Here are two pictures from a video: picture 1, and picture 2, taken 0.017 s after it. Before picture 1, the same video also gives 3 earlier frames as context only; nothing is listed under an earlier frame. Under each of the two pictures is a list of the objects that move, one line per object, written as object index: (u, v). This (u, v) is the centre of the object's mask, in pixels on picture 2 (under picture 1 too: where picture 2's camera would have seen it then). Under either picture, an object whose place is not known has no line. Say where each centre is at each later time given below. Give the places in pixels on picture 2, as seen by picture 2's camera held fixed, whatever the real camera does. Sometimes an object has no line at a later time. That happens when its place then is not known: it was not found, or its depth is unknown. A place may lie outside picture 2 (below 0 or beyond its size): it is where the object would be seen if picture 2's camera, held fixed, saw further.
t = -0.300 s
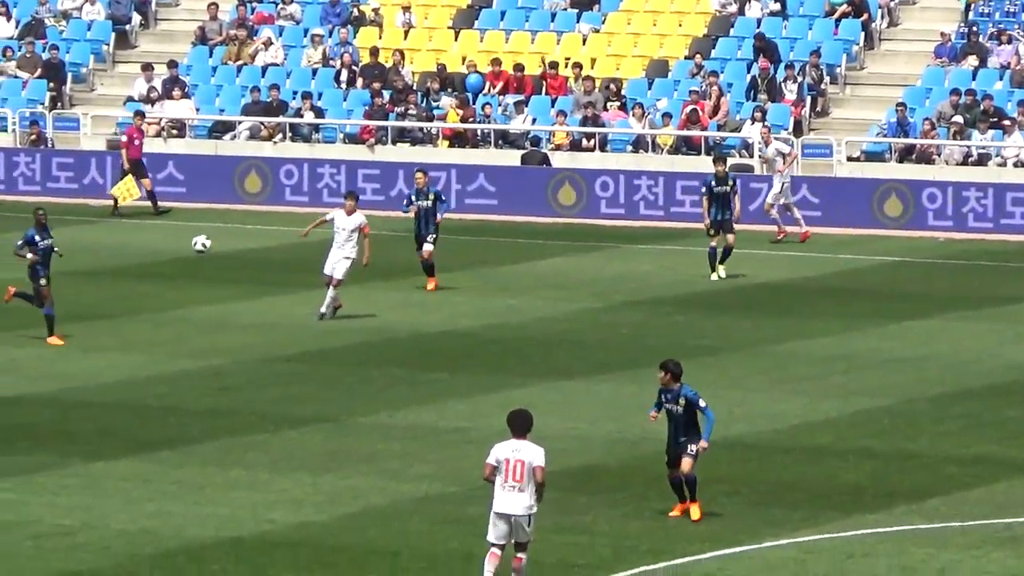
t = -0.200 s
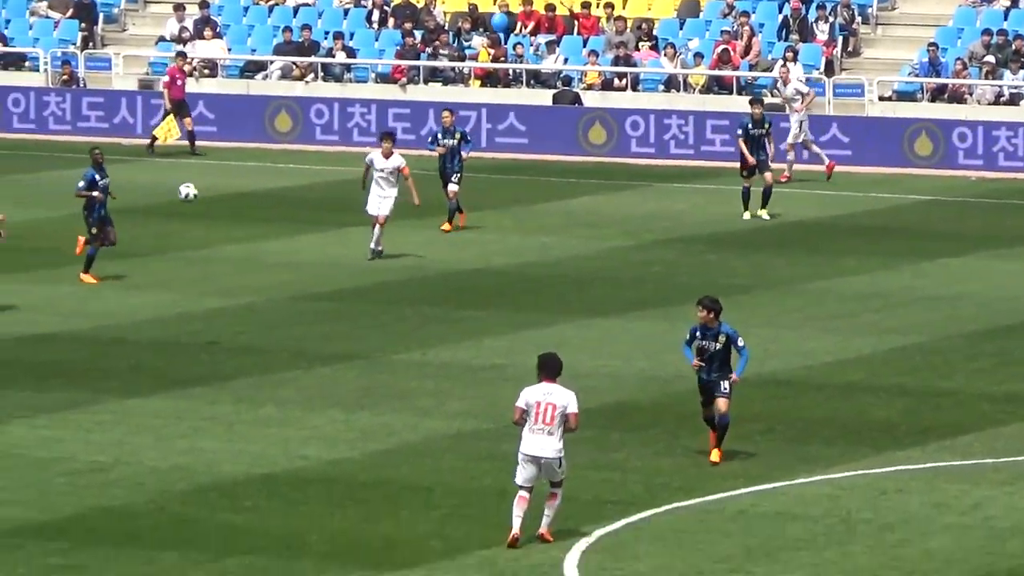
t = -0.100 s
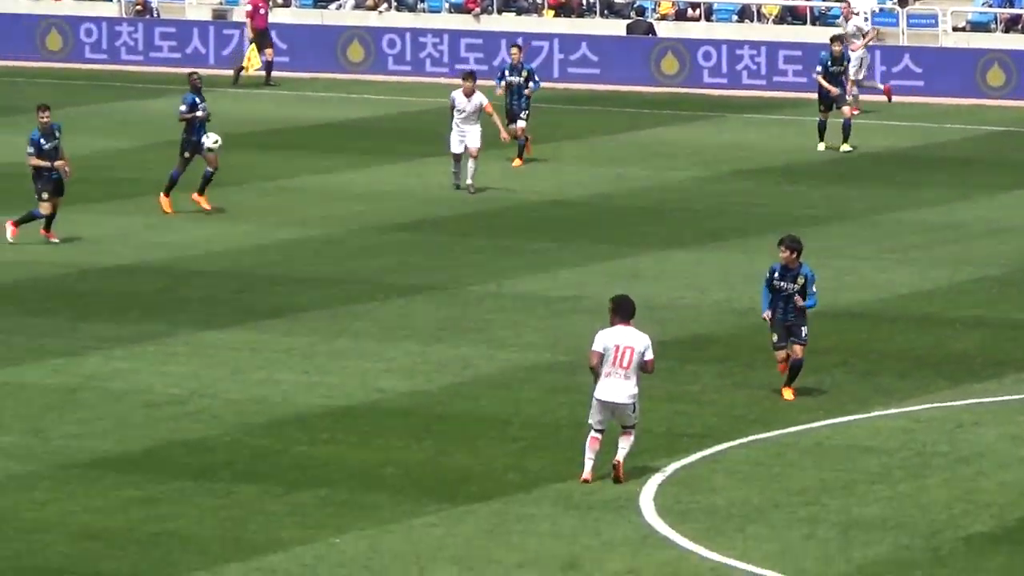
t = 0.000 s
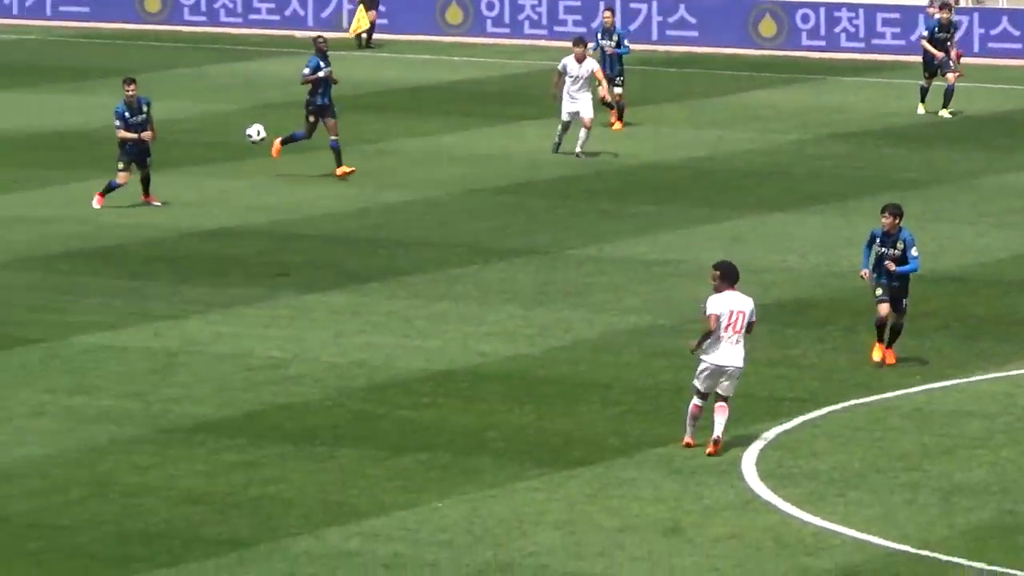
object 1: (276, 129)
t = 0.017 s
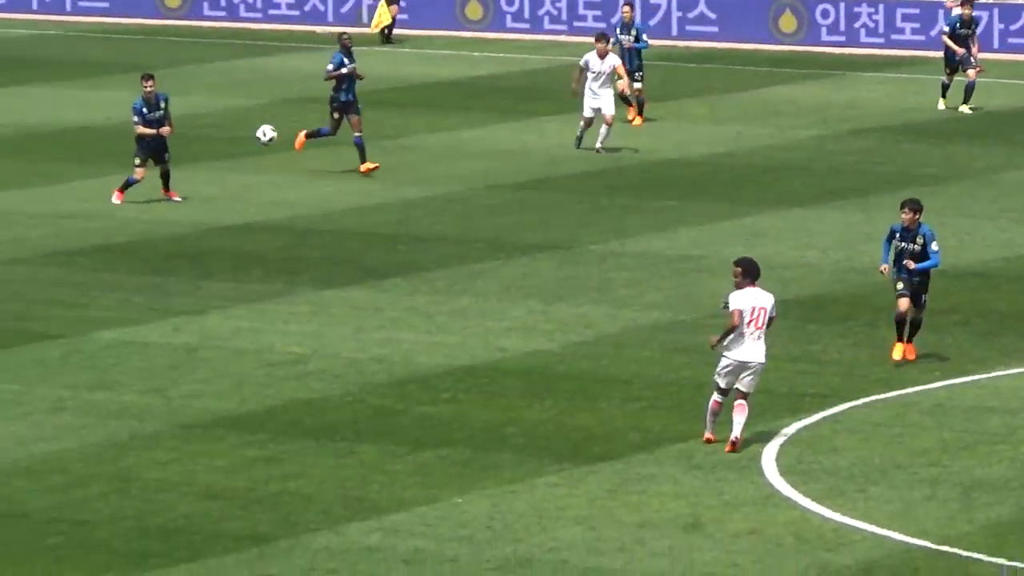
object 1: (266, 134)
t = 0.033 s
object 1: (256, 140)
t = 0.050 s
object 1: (246, 146)
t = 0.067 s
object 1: (236, 153)
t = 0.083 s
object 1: (226, 159)
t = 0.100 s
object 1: (217, 166)
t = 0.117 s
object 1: (206, 174)
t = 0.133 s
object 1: (196, 181)
